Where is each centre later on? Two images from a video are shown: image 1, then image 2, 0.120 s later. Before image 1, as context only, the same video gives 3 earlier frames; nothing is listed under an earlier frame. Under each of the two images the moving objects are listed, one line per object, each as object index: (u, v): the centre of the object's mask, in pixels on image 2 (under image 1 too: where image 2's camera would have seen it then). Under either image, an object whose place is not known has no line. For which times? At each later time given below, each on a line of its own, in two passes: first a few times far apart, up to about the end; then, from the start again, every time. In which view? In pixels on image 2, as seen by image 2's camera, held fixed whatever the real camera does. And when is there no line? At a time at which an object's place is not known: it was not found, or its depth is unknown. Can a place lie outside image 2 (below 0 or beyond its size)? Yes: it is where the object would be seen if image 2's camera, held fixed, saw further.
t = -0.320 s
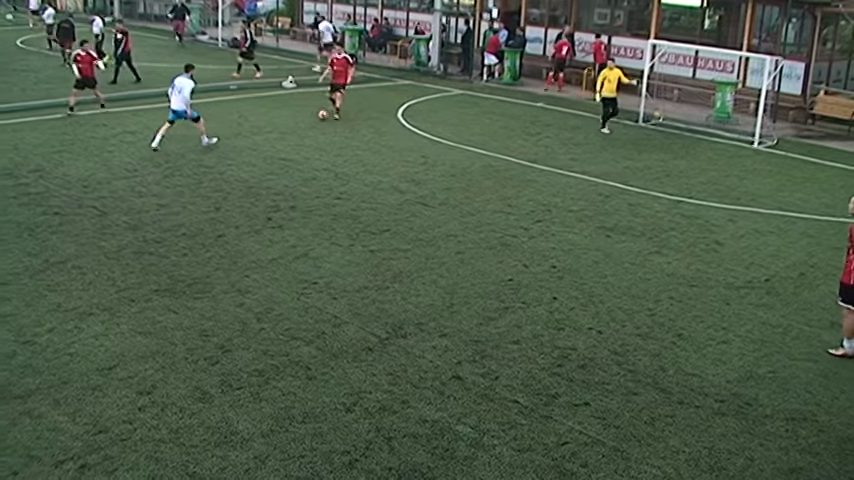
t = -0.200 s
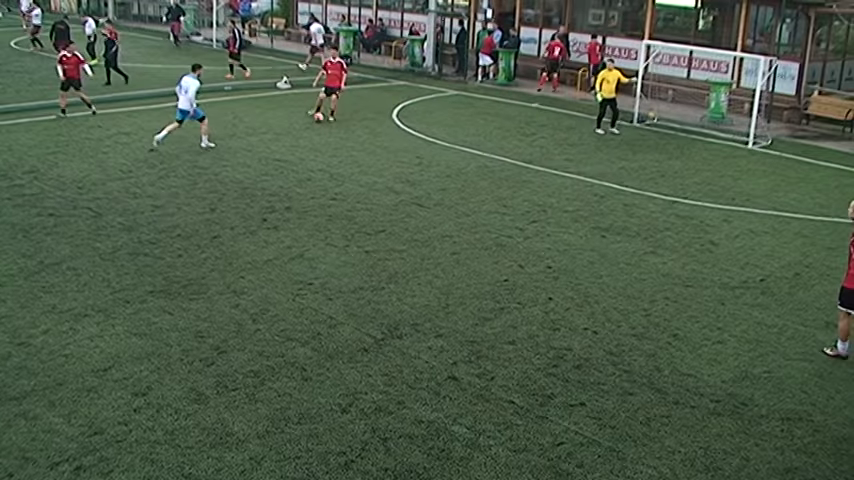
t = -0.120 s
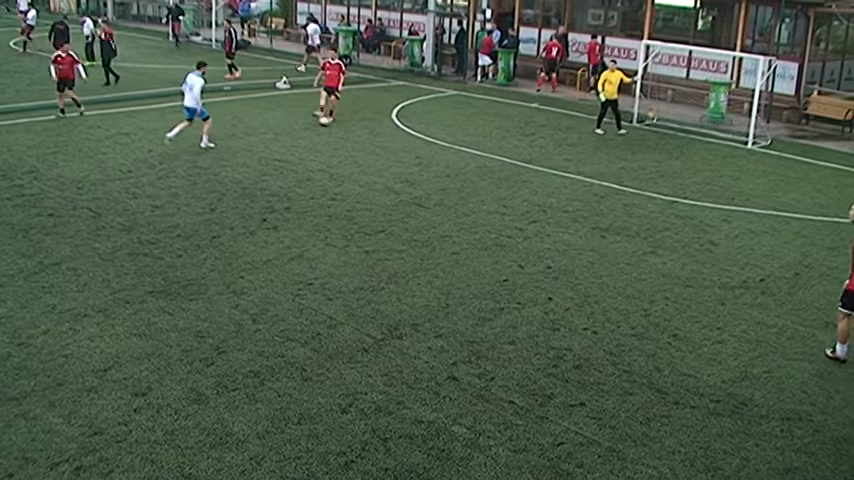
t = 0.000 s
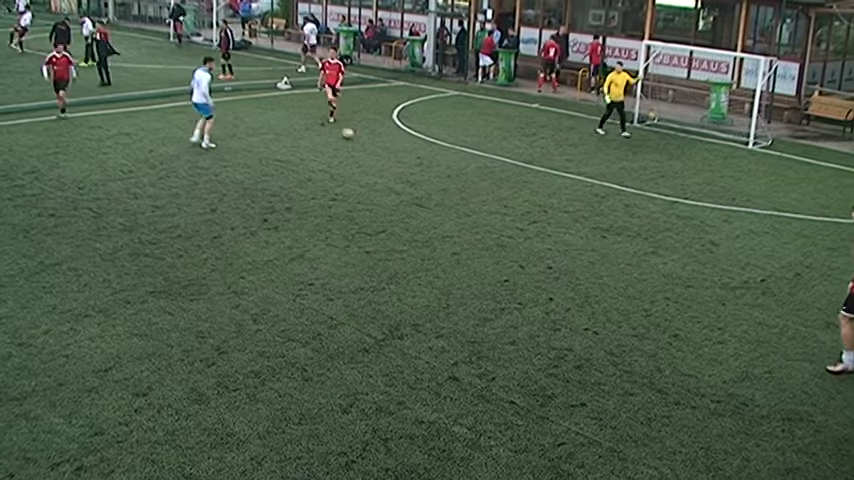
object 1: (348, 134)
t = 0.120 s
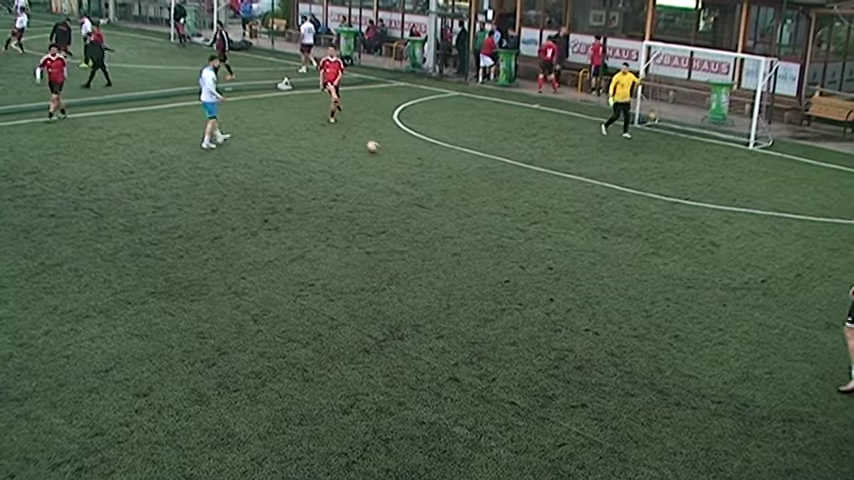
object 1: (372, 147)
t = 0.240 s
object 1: (398, 159)
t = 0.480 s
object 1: (452, 186)
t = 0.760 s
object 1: (524, 224)
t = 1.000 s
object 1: (596, 260)
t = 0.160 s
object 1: (382, 151)
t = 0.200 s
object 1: (390, 155)
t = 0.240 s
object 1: (398, 159)
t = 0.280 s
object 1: (407, 164)
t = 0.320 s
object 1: (417, 170)
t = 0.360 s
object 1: (426, 175)
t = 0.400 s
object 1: (435, 178)
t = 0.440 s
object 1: (445, 182)
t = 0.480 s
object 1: (452, 186)
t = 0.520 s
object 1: (464, 193)
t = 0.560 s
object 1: (474, 201)
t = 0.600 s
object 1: (483, 205)
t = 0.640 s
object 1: (494, 210)
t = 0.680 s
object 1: (504, 216)
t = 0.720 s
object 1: (514, 221)
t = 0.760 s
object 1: (524, 224)
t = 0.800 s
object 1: (536, 229)
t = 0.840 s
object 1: (547, 236)
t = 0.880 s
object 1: (559, 243)
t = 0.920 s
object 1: (571, 248)
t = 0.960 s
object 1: (583, 254)
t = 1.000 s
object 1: (596, 260)
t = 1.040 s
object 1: (610, 266)
